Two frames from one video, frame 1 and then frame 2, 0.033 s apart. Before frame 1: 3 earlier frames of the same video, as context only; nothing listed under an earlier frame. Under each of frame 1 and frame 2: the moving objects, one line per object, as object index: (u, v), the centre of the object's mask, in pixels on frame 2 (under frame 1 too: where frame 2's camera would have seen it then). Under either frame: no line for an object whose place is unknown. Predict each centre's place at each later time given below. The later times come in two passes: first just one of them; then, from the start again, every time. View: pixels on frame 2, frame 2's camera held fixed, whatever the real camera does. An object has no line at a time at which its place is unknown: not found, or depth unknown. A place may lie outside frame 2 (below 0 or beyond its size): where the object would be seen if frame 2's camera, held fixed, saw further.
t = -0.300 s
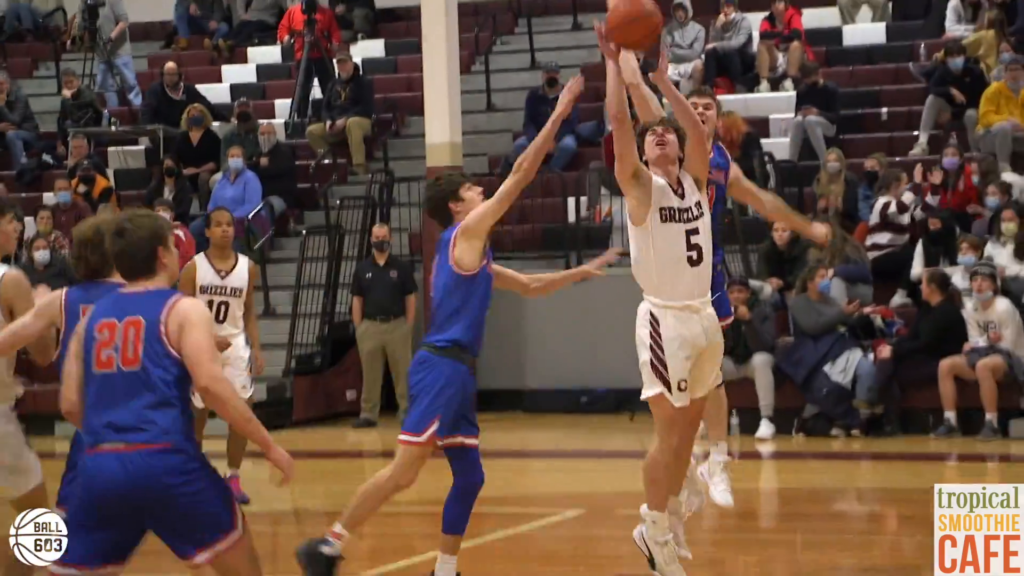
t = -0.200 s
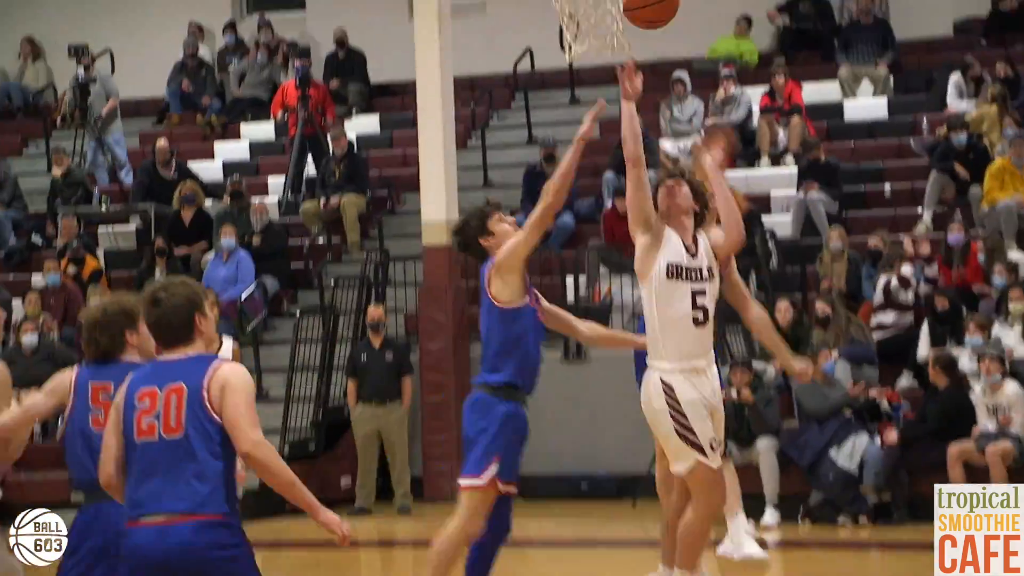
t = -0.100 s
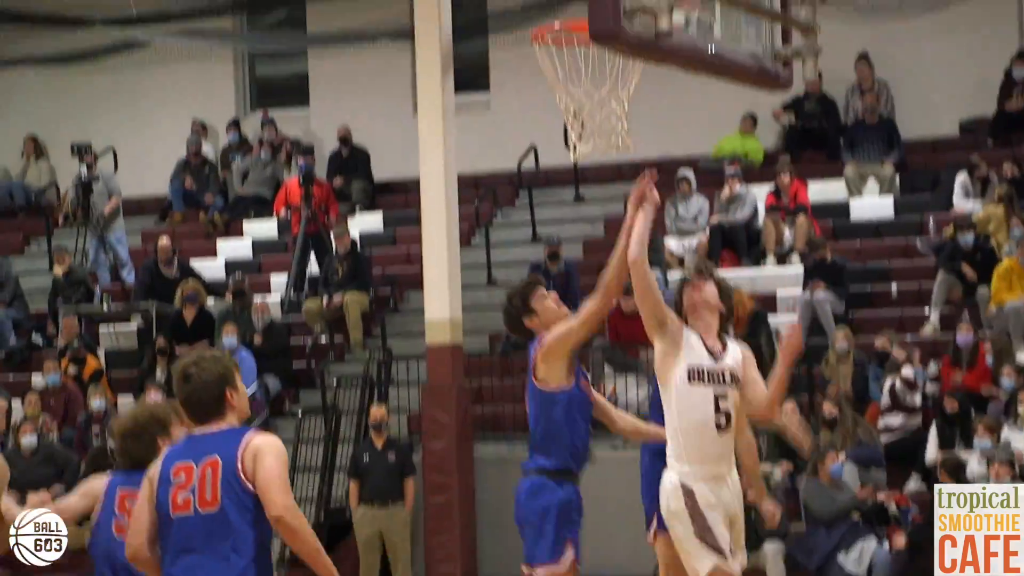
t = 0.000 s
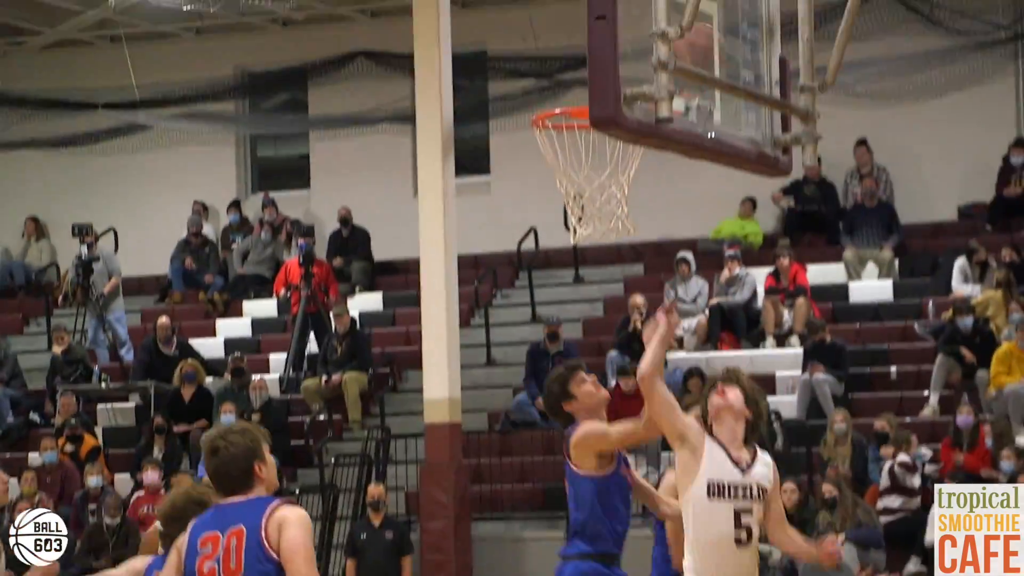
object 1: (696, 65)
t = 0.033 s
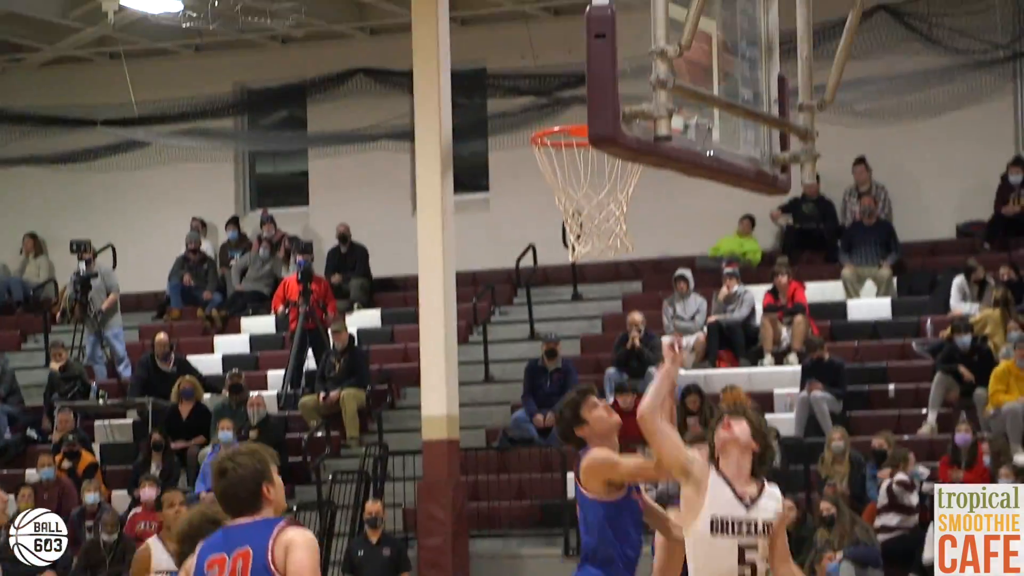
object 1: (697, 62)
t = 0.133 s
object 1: (687, 59)
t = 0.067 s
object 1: (696, 60)
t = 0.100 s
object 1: (695, 61)
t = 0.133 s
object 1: (687, 59)
